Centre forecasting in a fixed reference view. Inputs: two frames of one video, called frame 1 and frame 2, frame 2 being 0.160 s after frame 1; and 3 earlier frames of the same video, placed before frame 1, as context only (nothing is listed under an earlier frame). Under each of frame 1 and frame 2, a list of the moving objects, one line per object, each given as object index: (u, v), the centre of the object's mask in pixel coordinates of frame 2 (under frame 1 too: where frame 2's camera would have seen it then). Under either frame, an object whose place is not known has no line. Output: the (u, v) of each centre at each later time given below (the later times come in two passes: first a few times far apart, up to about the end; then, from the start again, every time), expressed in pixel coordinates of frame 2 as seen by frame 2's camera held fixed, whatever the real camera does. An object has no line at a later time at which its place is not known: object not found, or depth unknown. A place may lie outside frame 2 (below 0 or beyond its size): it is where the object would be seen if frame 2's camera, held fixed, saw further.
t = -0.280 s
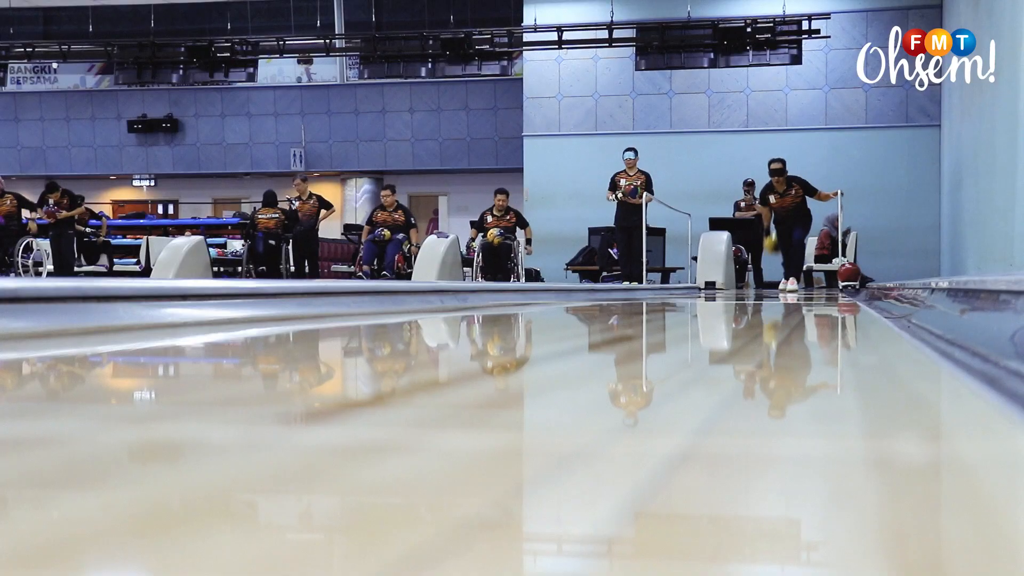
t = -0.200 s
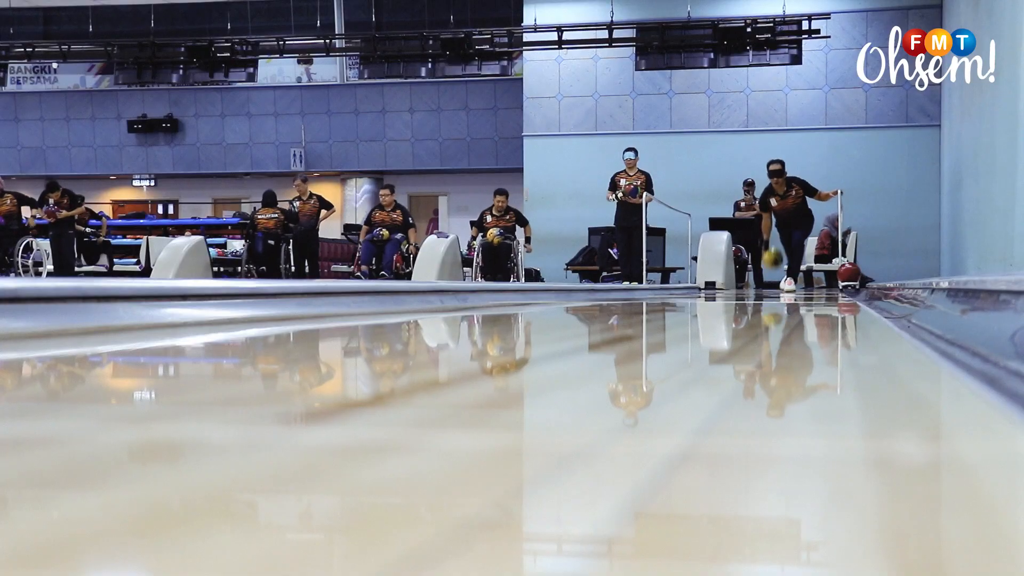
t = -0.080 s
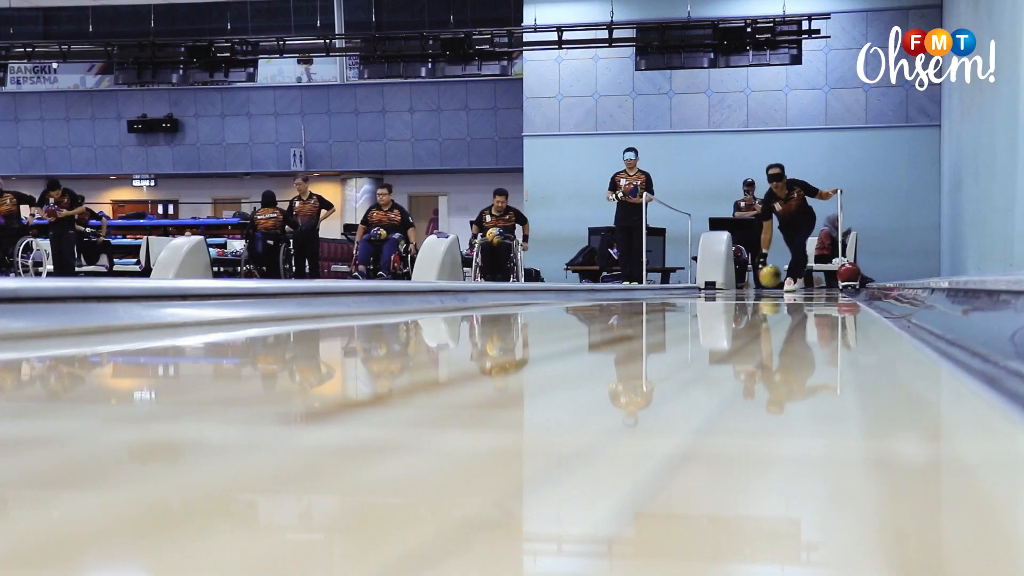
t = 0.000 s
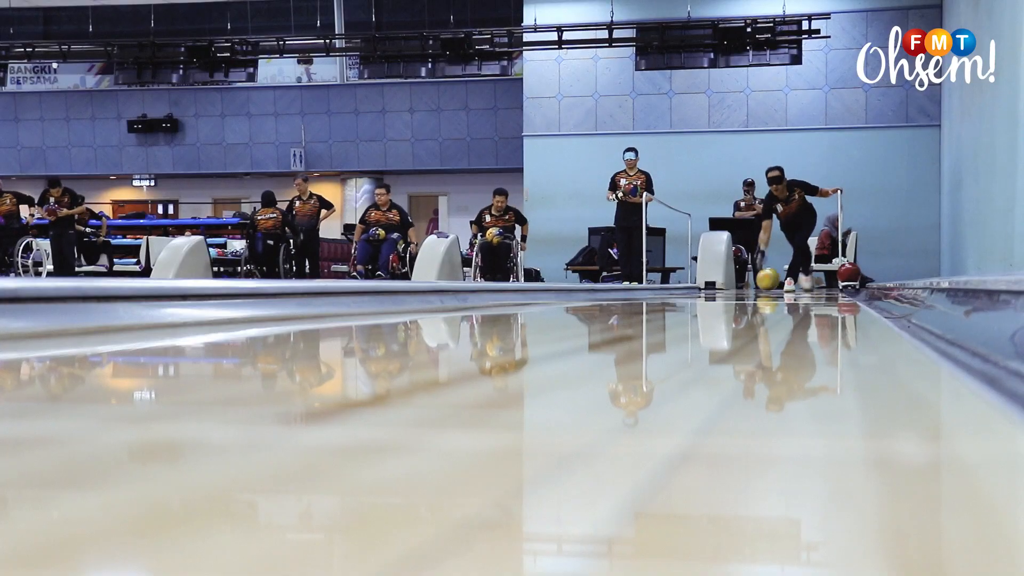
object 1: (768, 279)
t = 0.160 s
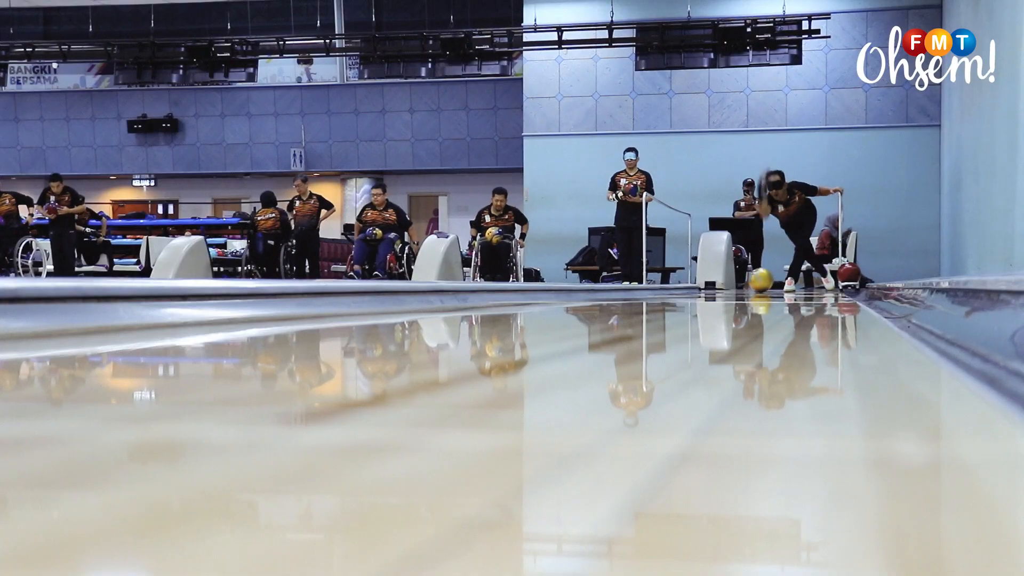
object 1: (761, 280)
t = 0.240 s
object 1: (757, 280)
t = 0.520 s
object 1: (742, 278)
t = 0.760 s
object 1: (727, 277)
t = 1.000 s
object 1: (707, 276)
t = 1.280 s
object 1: (676, 273)
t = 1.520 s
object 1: (638, 270)
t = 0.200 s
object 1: (759, 280)
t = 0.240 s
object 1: (757, 280)
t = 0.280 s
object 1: (755, 280)
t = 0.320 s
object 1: (753, 279)
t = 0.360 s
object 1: (751, 279)
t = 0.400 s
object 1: (749, 279)
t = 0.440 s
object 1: (747, 279)
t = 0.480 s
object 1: (745, 279)
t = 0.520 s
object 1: (742, 278)
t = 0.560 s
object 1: (740, 278)
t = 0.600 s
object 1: (738, 278)
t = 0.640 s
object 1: (735, 278)
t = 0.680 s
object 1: (733, 278)
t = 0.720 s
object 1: (730, 277)
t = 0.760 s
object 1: (727, 277)
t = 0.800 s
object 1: (724, 277)
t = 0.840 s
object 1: (721, 277)
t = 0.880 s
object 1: (717, 277)
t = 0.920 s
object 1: (714, 277)
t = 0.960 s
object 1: (711, 276)
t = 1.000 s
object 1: (707, 276)
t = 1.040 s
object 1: (703, 276)
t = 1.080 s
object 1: (699, 275)
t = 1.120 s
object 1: (695, 275)
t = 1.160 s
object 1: (690, 275)
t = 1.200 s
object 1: (685, 274)
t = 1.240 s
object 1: (681, 274)
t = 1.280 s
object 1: (676, 273)
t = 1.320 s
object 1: (670, 273)
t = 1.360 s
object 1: (664, 272)
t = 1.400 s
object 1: (658, 272)
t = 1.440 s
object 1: (651, 271)
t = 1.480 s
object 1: (645, 271)
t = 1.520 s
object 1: (638, 270)
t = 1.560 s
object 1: (630, 269)
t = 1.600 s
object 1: (621, 268)
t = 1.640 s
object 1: (613, 268)
